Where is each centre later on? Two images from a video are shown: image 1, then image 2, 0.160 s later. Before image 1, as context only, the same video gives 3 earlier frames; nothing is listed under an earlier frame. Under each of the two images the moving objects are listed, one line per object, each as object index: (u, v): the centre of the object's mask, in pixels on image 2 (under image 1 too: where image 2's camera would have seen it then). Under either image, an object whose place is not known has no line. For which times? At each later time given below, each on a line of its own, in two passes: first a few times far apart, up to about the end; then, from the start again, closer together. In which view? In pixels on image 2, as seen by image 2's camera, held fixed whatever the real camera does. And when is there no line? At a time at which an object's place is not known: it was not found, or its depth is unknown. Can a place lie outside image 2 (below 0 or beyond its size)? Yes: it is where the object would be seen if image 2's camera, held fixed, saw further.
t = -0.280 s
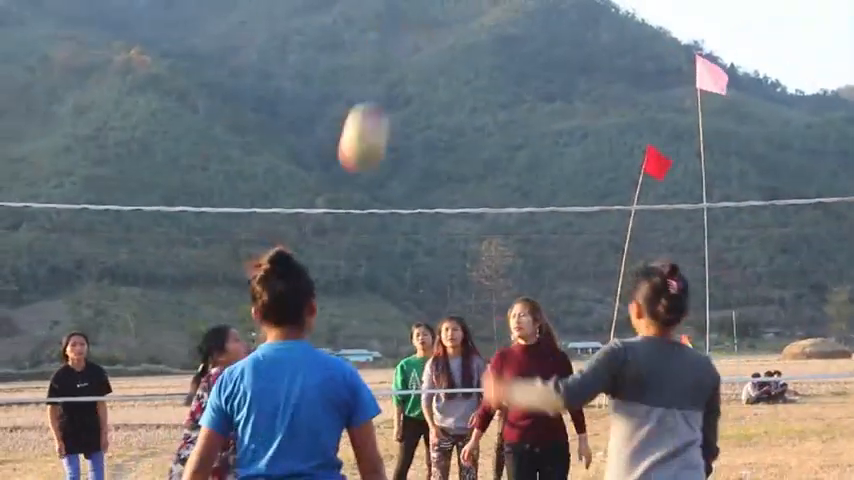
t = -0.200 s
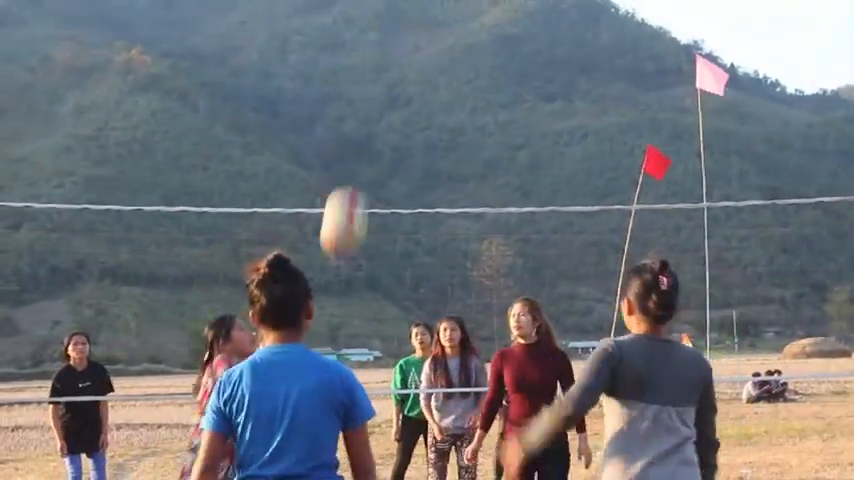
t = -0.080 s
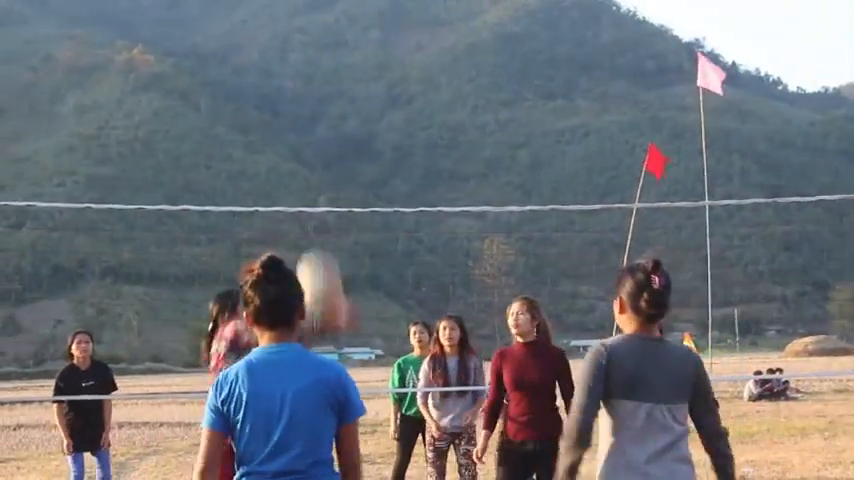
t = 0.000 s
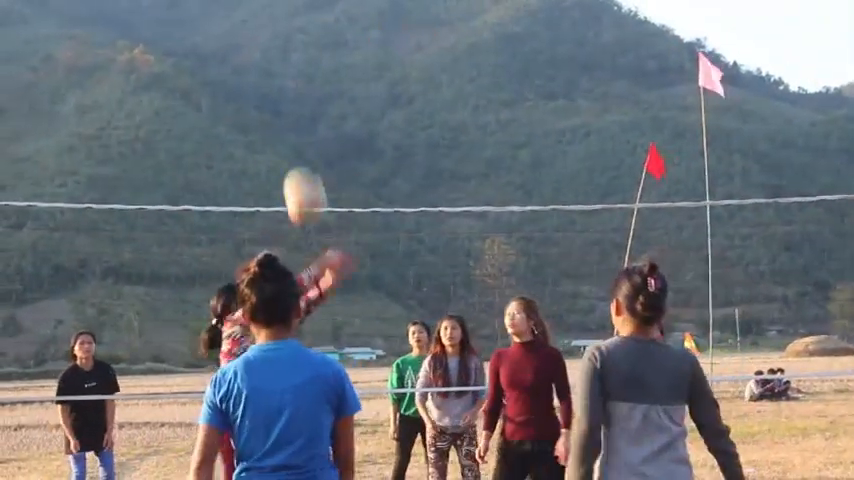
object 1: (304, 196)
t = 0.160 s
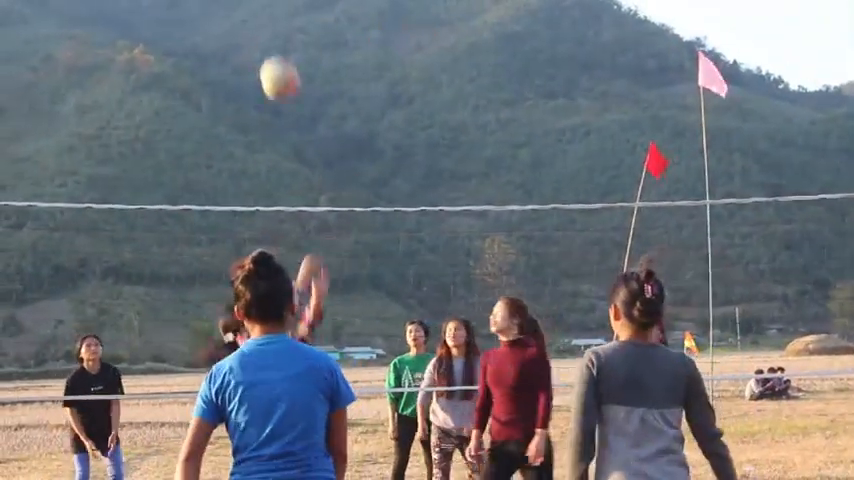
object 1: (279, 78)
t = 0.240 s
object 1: (268, 44)
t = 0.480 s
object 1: (242, 12)
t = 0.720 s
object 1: (225, 65)
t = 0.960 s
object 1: (215, 175)
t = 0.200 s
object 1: (273, 59)
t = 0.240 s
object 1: (268, 44)
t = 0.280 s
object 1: (263, 31)
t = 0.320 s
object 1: (258, 21)
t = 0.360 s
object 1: (255, 15)
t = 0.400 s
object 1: (251, 12)
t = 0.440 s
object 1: (247, 10)
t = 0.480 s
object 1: (242, 12)
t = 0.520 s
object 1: (239, 16)
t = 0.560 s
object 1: (236, 22)
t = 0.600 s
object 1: (234, 30)
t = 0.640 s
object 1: (231, 39)
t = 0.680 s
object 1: (229, 50)
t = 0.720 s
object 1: (225, 65)
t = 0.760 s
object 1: (224, 79)
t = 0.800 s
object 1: (222, 96)
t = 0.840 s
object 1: (220, 113)
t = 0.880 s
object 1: (218, 133)
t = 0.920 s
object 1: (217, 154)
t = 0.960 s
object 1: (215, 175)
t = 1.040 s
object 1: (215, 226)
